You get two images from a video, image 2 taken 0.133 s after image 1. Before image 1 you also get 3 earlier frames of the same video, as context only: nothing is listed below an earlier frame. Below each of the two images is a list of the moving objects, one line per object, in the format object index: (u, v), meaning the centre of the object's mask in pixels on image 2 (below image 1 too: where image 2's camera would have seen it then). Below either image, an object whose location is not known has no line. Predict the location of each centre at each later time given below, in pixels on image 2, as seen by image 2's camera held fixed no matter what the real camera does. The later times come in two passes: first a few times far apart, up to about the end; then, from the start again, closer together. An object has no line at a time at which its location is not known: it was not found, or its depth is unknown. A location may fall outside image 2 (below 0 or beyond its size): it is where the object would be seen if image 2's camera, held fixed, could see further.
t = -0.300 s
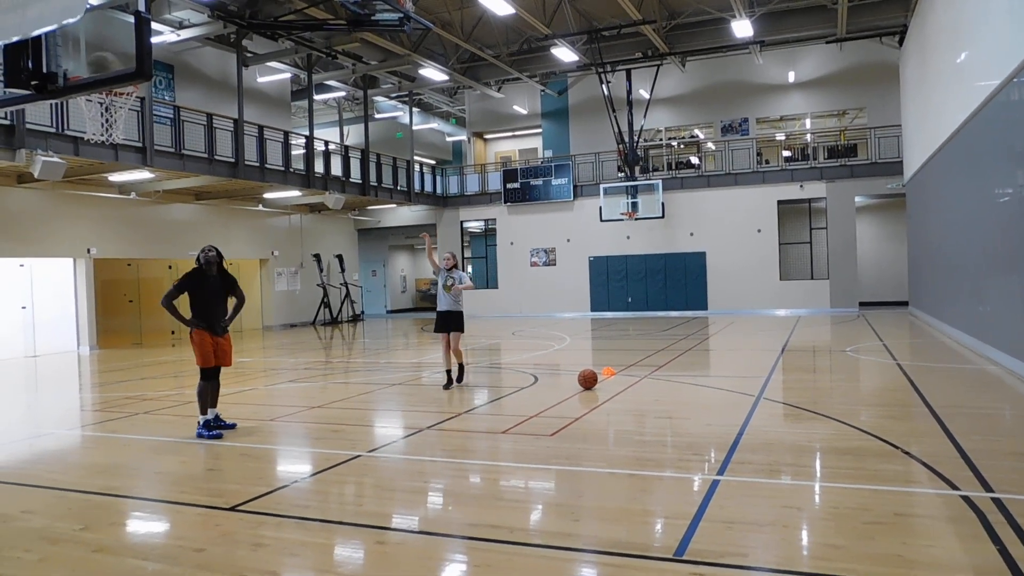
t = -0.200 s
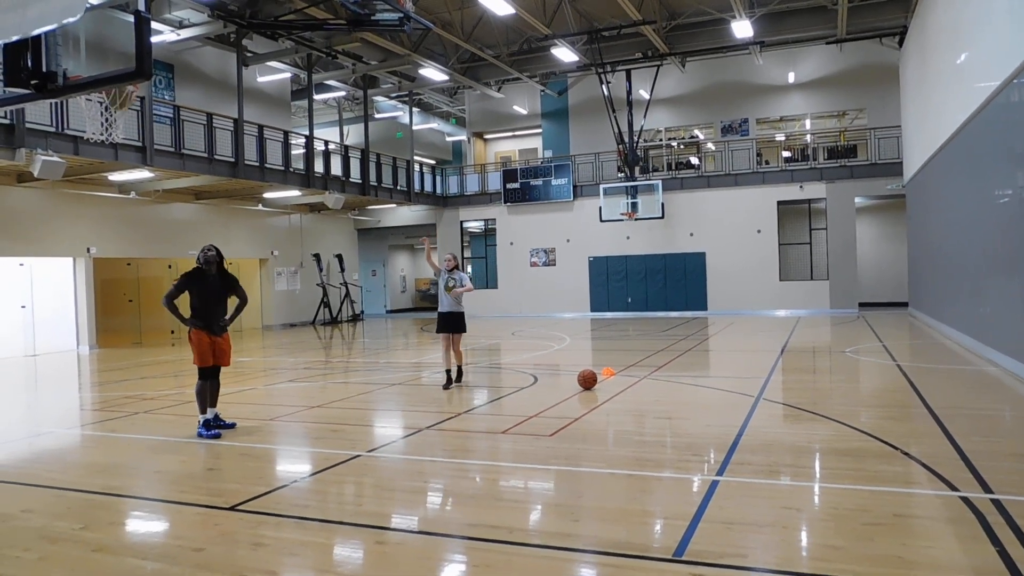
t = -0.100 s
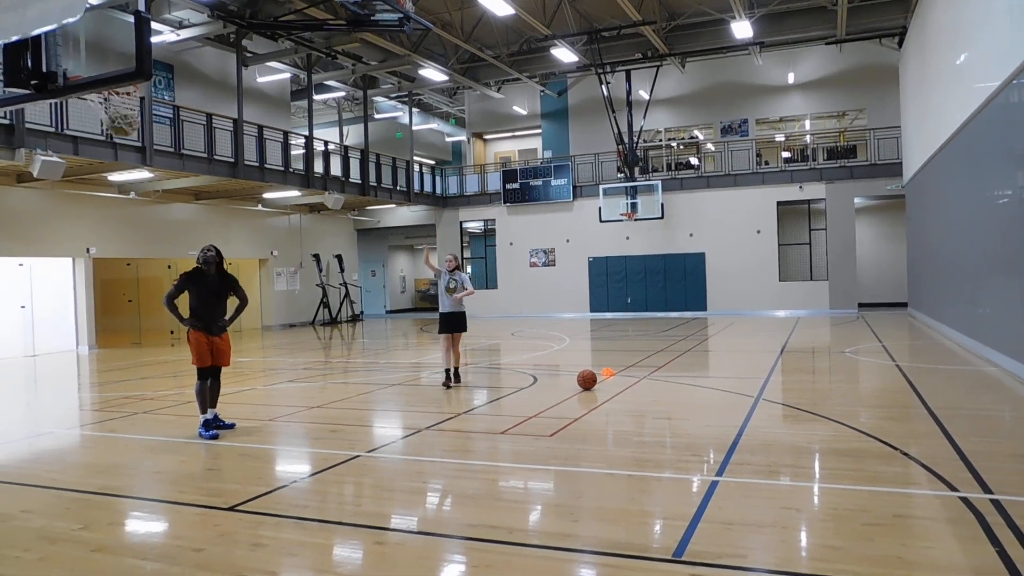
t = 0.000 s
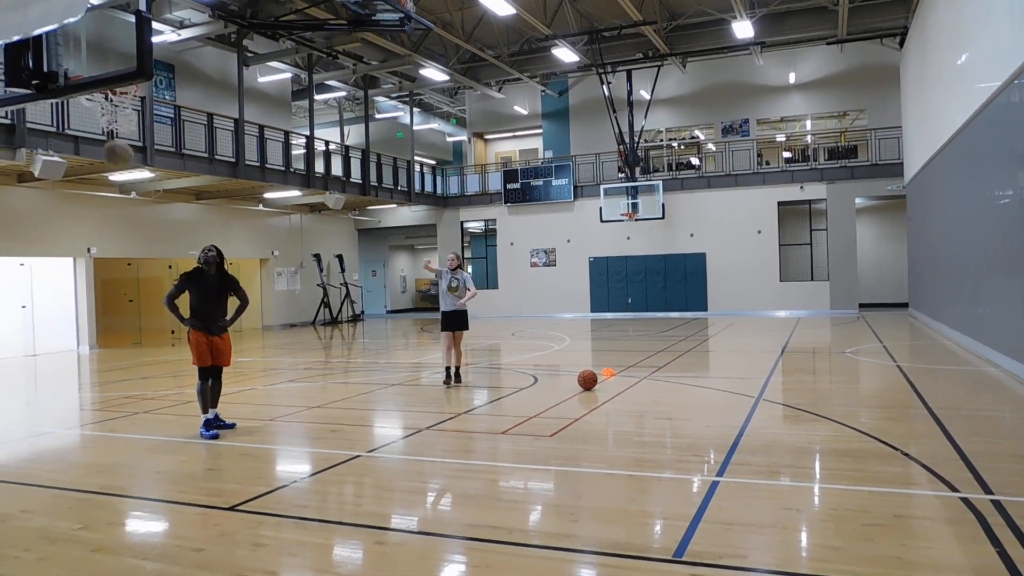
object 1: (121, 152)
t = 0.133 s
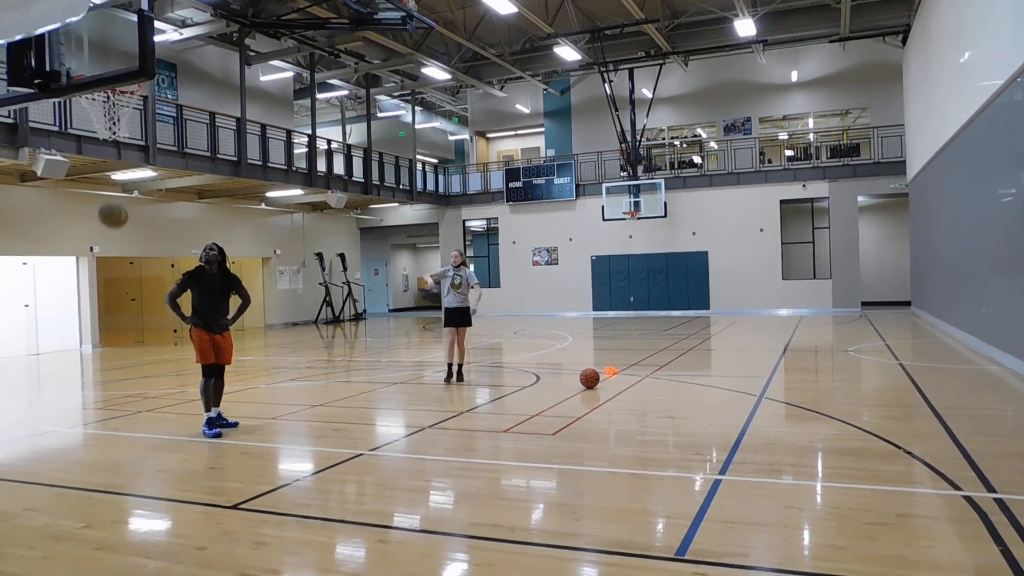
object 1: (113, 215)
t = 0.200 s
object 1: (110, 252)
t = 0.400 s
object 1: (105, 398)
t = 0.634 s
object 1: (75, 352)
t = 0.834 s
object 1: (42, 277)
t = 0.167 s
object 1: (112, 234)
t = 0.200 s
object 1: (110, 252)
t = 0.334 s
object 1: (107, 344)
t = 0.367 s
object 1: (105, 371)
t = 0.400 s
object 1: (105, 398)
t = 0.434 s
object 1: (104, 427)
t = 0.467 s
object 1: (103, 451)
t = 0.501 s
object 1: (97, 427)
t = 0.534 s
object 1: (92, 407)
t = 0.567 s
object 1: (86, 387)
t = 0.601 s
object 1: (81, 369)
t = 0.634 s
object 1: (75, 352)
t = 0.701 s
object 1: (64, 322)
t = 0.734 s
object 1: (59, 308)
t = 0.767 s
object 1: (53, 296)
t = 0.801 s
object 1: (48, 286)
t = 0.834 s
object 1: (42, 277)
